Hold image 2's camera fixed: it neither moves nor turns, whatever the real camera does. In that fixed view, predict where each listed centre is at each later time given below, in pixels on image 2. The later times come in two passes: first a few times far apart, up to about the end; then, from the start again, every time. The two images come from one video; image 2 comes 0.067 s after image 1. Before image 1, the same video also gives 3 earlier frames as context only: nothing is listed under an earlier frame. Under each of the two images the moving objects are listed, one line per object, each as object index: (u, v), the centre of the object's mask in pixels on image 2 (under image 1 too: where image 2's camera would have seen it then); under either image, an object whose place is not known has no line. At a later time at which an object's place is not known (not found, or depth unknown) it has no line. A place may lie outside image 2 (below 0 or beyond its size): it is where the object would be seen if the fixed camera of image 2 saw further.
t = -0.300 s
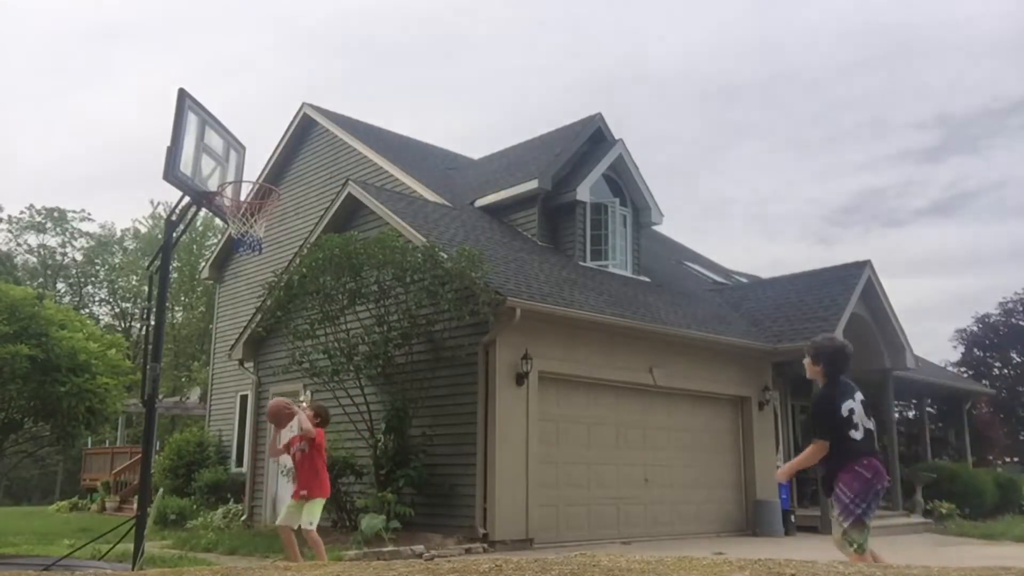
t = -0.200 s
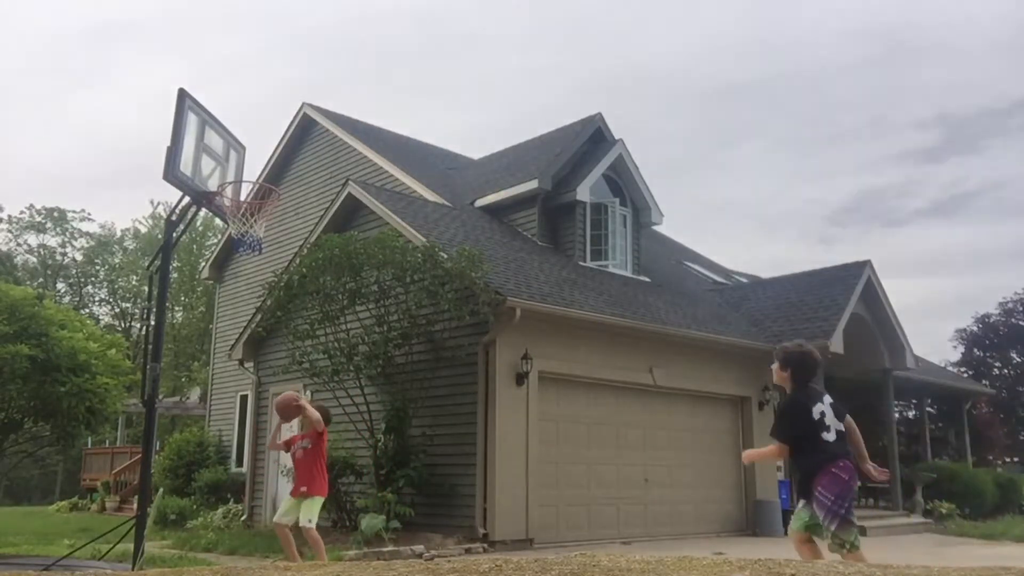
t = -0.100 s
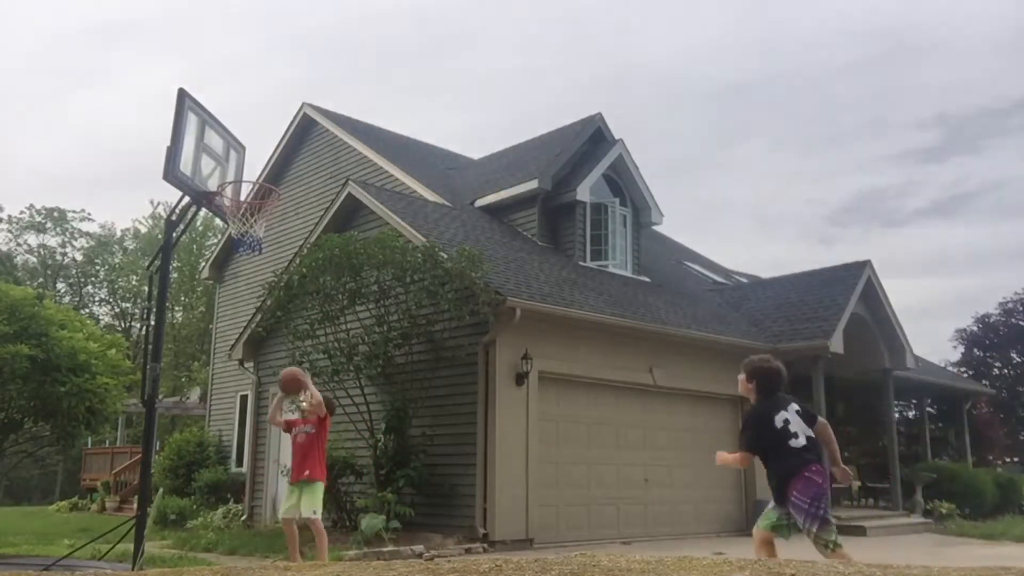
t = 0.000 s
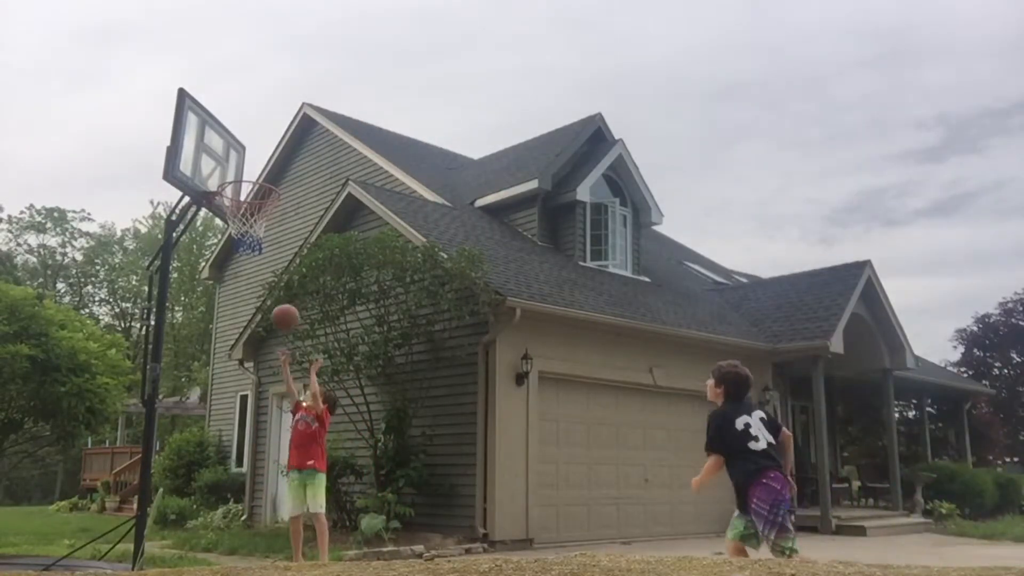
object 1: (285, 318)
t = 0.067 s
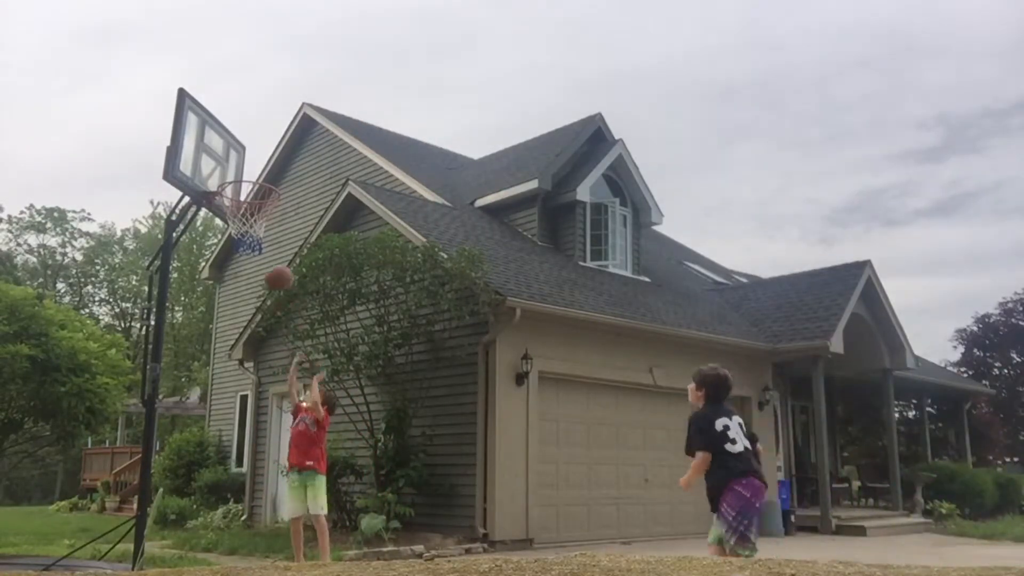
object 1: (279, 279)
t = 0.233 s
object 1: (259, 199)
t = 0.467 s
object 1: (251, 151)
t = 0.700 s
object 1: (258, 165)
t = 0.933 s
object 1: (252, 185)
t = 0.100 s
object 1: (276, 261)
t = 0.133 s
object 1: (273, 246)
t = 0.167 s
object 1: (272, 232)
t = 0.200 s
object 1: (273, 218)
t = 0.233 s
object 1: (259, 199)
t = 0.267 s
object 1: (258, 192)
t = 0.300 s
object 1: (255, 181)
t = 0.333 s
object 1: (251, 172)
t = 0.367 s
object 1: (247, 164)
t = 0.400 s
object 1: (248, 158)
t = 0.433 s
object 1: (250, 154)
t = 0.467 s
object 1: (251, 151)
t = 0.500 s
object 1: (252, 149)
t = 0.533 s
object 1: (253, 149)
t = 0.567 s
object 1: (254, 149)
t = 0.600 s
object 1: (255, 151)
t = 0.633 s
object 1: (256, 154)
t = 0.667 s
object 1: (257, 159)
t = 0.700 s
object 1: (258, 165)
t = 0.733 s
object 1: (258, 170)
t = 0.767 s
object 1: (258, 178)
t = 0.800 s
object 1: (259, 187)
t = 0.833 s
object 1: (258, 186)
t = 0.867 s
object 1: (256, 185)
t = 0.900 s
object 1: (254, 185)
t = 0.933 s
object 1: (252, 185)
